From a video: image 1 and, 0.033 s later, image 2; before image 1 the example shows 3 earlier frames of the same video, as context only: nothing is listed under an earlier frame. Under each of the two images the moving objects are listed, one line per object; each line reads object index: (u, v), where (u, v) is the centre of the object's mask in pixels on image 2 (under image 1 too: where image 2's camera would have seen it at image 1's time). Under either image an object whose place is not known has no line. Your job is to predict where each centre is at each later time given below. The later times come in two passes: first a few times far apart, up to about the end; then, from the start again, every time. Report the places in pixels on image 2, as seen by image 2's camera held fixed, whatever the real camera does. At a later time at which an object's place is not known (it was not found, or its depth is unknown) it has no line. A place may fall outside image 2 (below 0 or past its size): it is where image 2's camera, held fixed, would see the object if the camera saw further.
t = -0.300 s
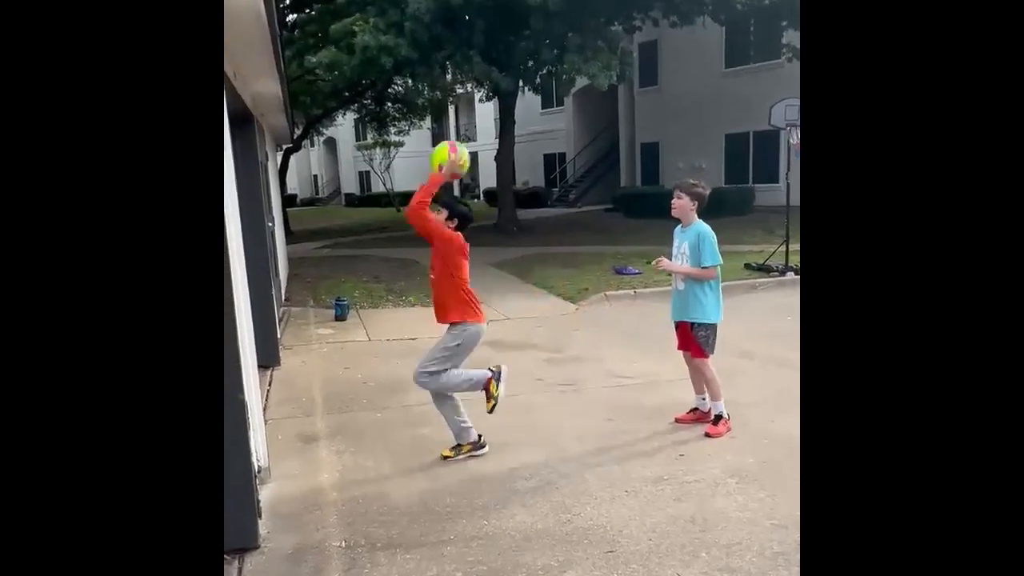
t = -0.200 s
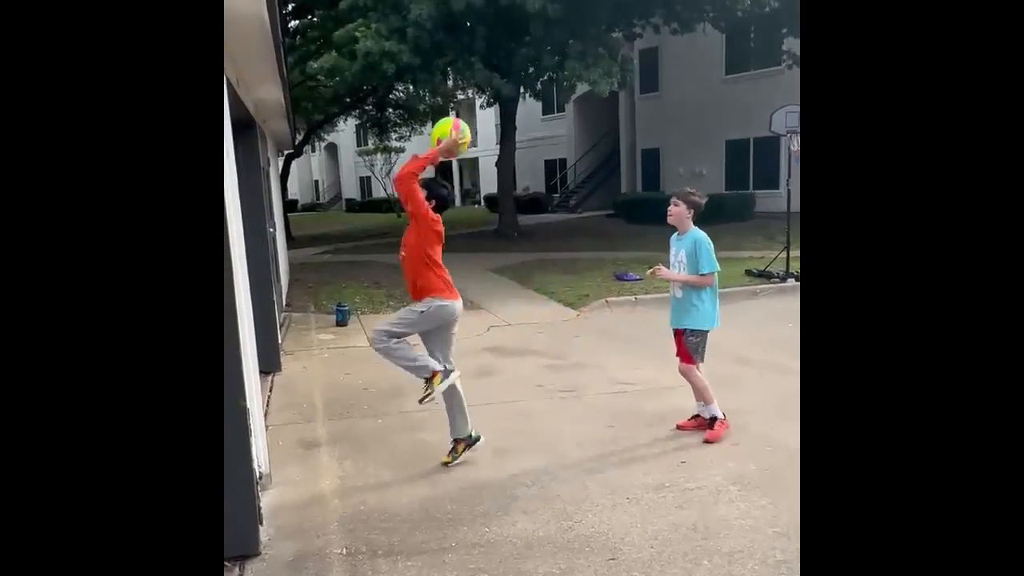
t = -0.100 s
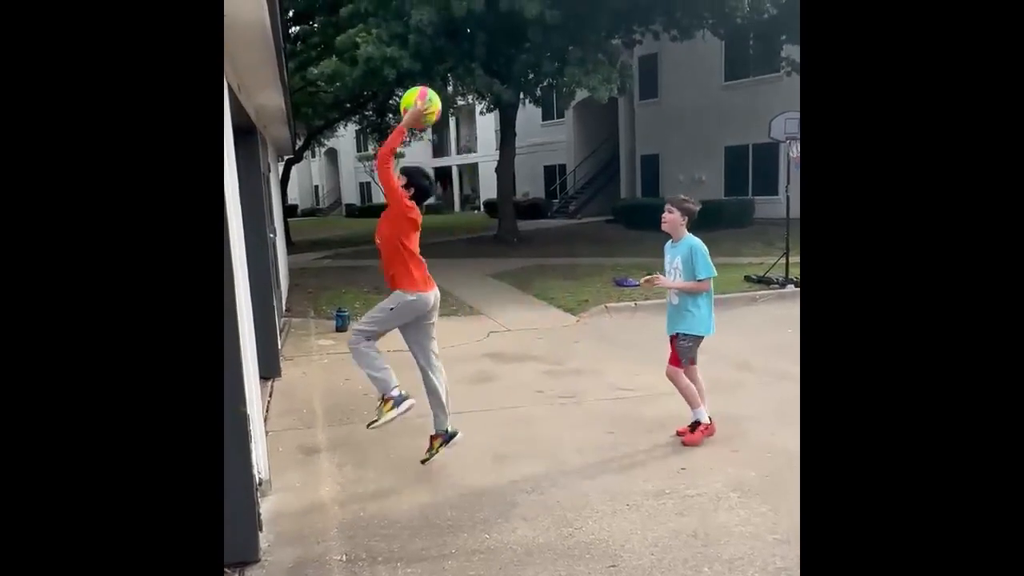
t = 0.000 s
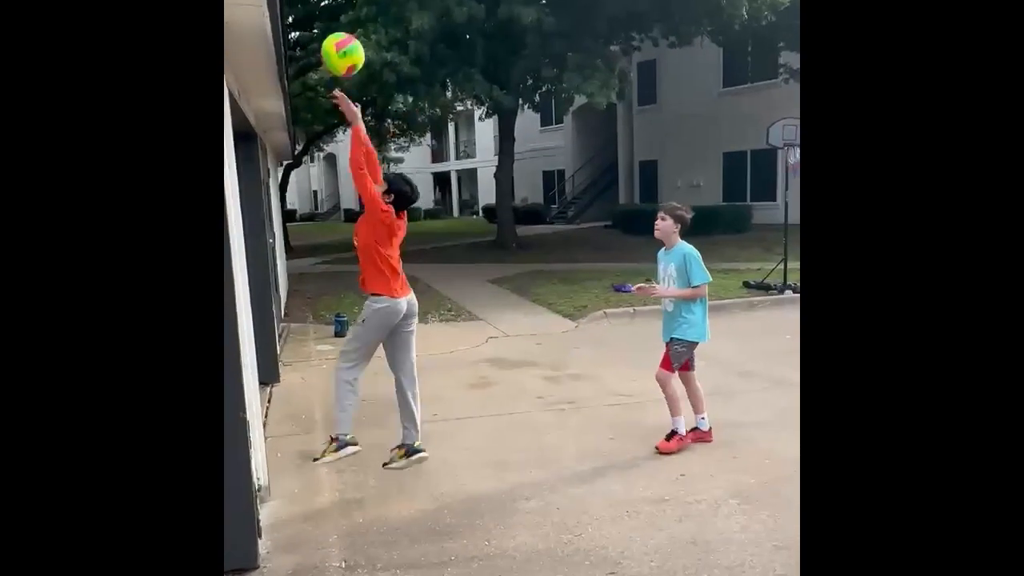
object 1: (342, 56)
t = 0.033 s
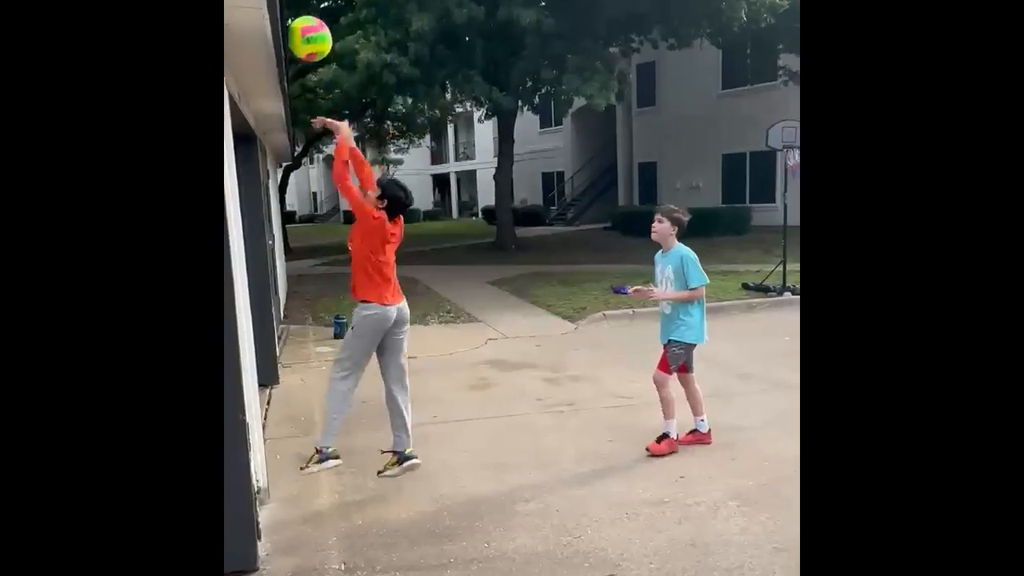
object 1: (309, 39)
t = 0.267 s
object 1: (437, 33)
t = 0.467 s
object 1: (552, 107)
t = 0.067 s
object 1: (309, 29)
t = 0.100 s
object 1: (331, 24)
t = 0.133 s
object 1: (352, 21)
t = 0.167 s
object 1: (374, 22)
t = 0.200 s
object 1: (395, 23)
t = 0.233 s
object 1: (416, 27)
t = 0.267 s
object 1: (437, 33)
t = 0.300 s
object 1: (457, 41)
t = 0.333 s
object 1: (477, 51)
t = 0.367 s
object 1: (497, 62)
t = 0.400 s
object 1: (516, 75)
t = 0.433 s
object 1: (534, 91)
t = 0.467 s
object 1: (552, 107)
